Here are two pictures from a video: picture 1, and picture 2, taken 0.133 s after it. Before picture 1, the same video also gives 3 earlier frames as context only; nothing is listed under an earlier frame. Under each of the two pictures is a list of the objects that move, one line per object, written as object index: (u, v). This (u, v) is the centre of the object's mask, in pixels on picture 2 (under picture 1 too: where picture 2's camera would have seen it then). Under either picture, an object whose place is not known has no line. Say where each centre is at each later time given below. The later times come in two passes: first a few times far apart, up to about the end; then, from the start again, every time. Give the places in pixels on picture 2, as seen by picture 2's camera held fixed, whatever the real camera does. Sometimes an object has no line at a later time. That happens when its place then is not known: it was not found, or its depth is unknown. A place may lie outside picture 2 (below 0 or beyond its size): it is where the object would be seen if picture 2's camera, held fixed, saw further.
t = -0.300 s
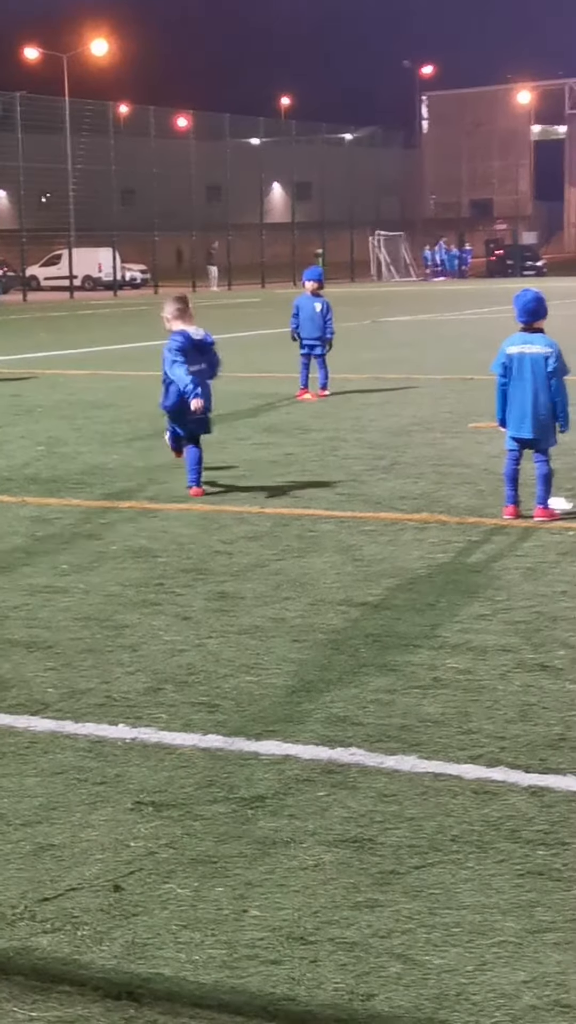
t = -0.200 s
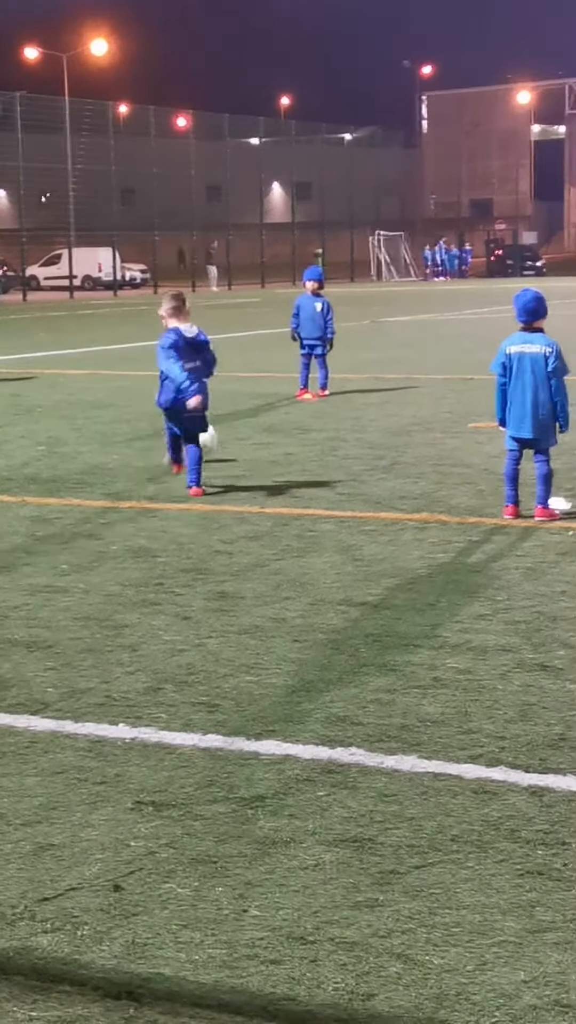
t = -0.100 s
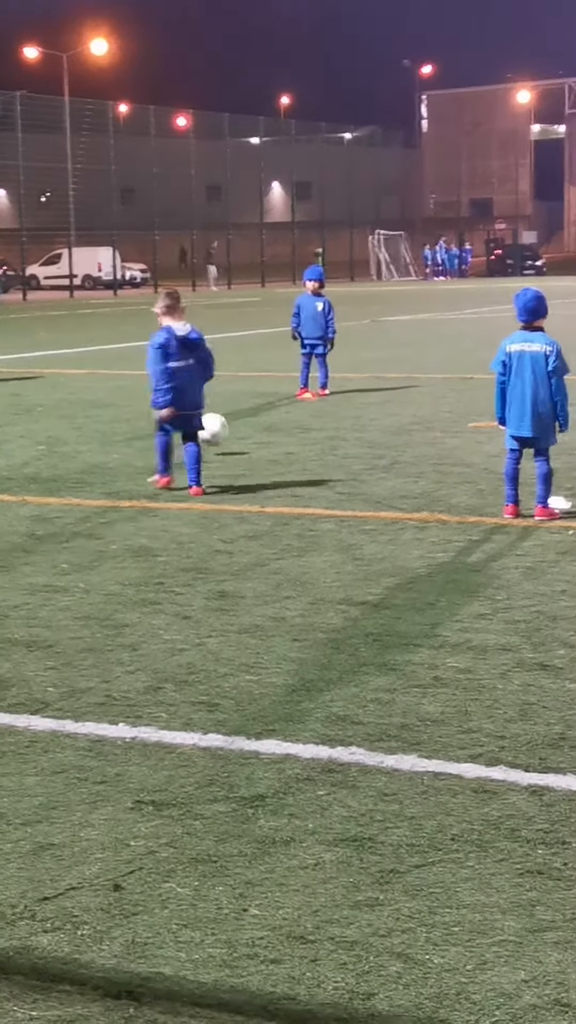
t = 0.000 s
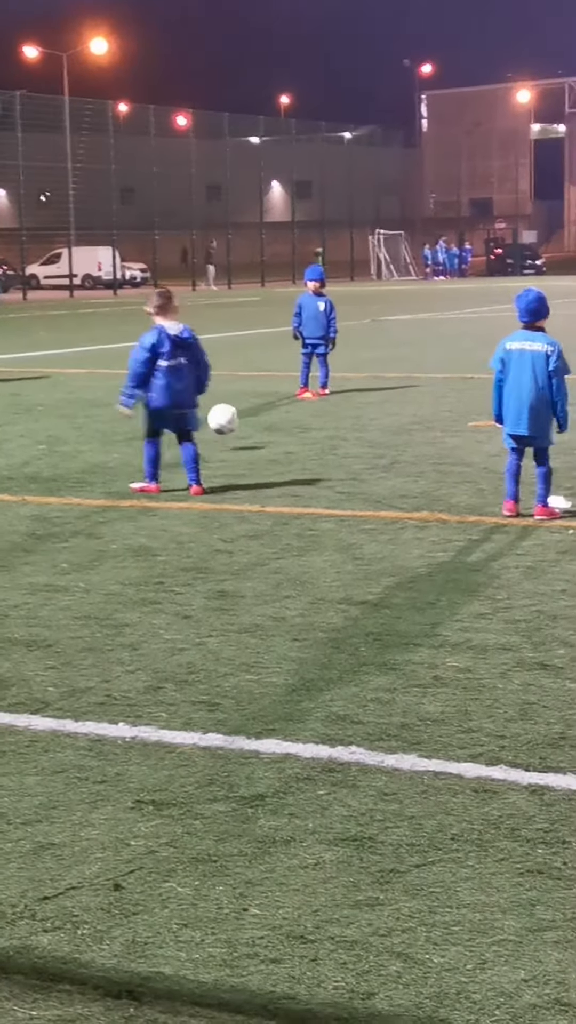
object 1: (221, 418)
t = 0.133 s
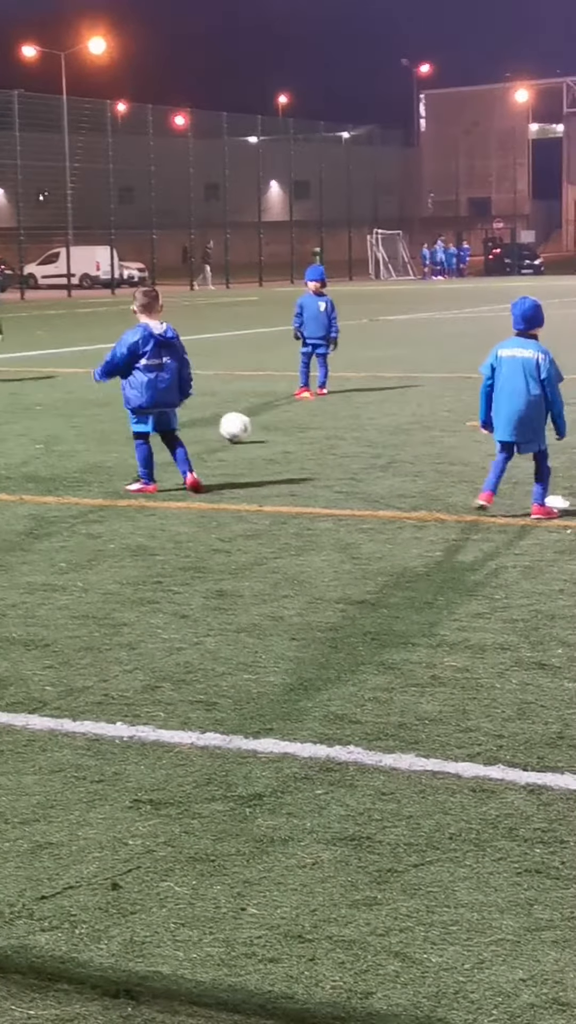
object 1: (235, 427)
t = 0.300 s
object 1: (248, 416)
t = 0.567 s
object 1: (267, 416)
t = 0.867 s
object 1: (286, 409)
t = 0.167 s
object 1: (238, 425)
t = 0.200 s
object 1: (240, 421)
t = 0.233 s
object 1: (242, 417)
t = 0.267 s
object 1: (245, 416)
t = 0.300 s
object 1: (248, 416)
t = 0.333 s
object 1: (250, 418)
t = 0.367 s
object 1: (253, 421)
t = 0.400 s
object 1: (256, 419)
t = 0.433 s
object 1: (258, 416)
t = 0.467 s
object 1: (260, 415)
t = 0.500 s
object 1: (262, 415)
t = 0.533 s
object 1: (265, 416)
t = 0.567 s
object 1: (267, 416)
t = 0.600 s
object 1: (269, 414)
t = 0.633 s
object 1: (271, 412)
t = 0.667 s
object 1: (273, 413)
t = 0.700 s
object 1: (274, 413)
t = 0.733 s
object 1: (277, 412)
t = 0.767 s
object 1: (279, 411)
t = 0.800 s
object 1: (282, 411)
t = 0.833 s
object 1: (283, 410)
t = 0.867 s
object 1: (286, 409)
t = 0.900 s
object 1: (287, 409)
